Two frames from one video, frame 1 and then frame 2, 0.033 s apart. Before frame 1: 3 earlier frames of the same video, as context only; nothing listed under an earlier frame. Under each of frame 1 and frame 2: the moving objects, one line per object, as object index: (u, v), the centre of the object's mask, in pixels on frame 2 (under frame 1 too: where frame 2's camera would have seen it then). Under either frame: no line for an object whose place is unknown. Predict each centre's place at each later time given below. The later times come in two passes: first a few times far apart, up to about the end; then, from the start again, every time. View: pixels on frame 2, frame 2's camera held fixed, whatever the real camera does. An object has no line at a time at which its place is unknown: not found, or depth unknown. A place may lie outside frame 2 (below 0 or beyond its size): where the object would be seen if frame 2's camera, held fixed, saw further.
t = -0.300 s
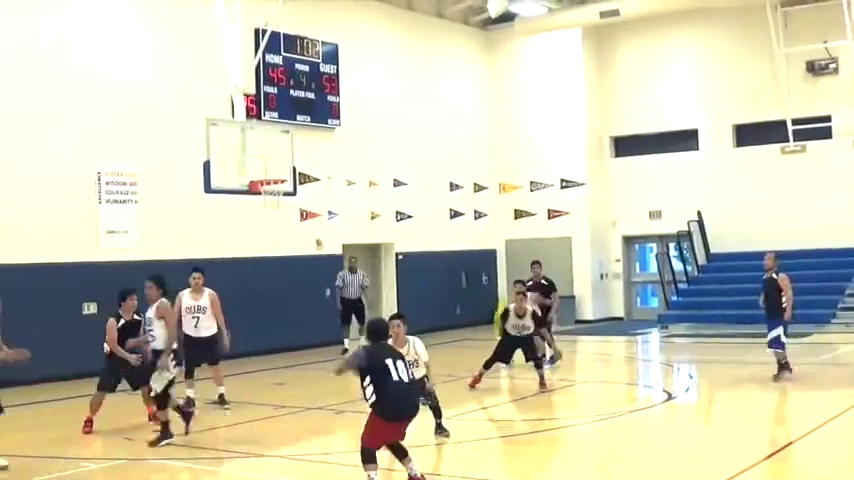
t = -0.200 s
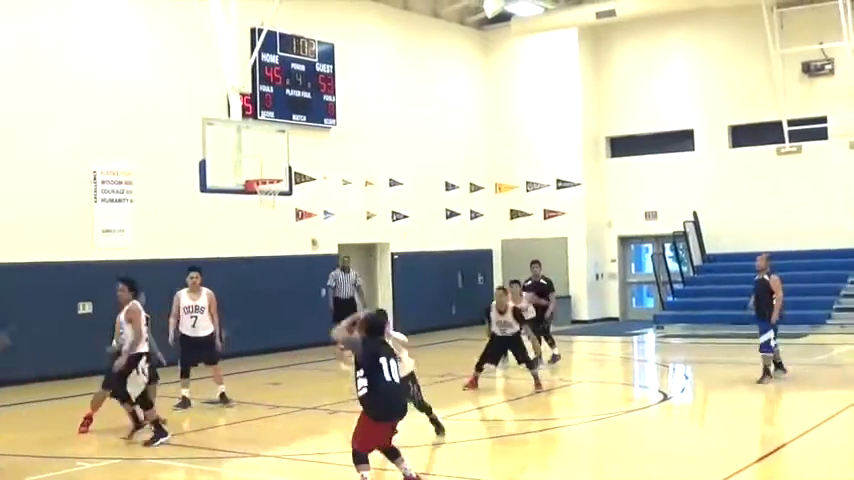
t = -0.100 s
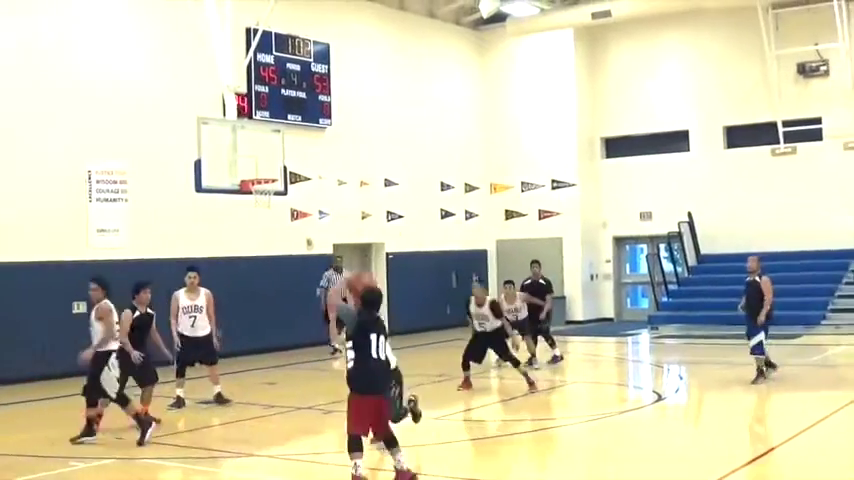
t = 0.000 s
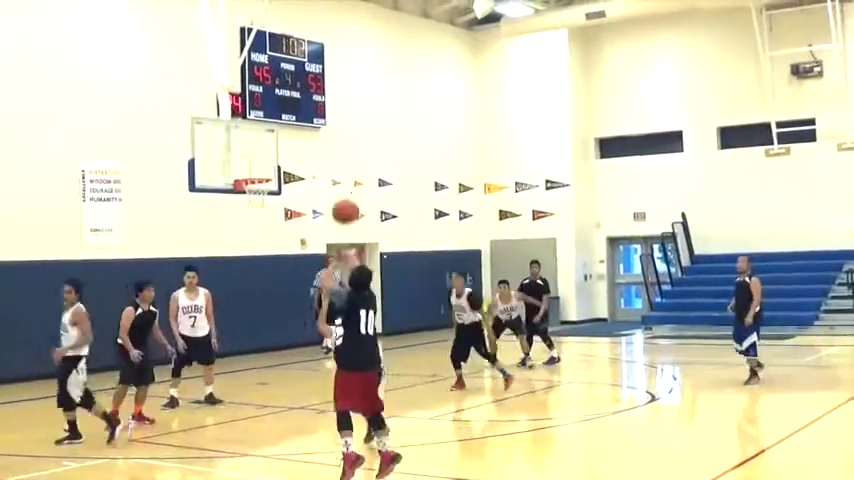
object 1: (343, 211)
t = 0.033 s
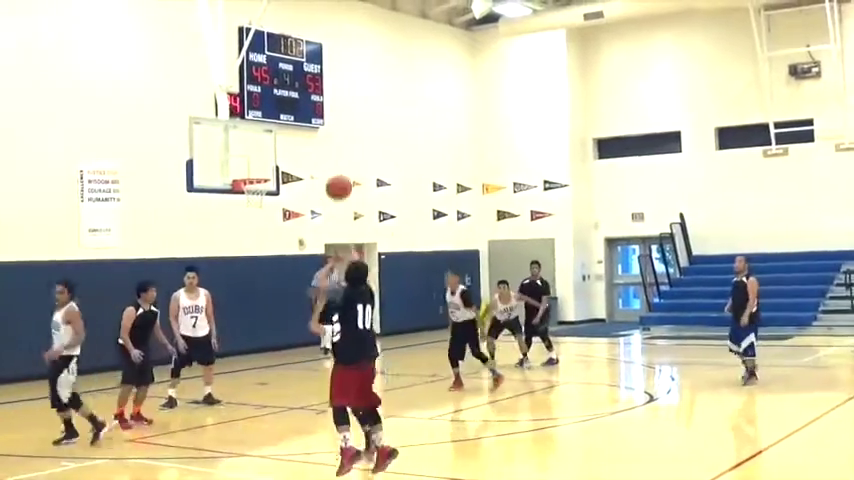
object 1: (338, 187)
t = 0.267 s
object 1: (310, 74)
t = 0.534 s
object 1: (286, 28)
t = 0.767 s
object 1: (271, 39)
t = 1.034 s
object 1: (256, 100)
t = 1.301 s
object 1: (257, 180)
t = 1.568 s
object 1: (241, 194)
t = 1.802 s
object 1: (247, 230)
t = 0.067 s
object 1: (333, 165)
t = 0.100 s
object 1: (329, 145)
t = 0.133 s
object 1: (325, 127)
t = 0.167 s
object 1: (321, 111)
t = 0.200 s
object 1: (317, 98)
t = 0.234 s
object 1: (313, 83)
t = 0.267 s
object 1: (310, 74)
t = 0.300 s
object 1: (307, 63)
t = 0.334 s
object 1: (302, 55)
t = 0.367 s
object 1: (300, 47)
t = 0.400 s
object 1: (297, 43)
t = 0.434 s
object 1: (294, 36)
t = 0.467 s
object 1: (291, 31)
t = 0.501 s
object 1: (289, 29)
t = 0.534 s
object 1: (286, 28)
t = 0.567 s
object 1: (283, 28)
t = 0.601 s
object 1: (281, 28)
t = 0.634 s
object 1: (278, 29)
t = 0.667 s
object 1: (276, 31)
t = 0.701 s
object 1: (274, 33)
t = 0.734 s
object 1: (273, 37)
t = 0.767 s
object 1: (271, 39)
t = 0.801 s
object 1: (267, 46)
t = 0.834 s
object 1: (265, 53)
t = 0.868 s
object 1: (265, 58)
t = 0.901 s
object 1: (262, 69)
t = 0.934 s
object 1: (261, 73)
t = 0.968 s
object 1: (259, 81)
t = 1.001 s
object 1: (258, 90)
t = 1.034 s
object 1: (256, 100)
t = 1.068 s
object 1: (255, 109)
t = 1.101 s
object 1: (253, 119)
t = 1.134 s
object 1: (251, 130)
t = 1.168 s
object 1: (250, 142)
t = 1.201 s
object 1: (249, 153)
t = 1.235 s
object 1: (248, 166)
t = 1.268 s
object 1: (247, 177)
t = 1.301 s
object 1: (257, 180)
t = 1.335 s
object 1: (260, 182)
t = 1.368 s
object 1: (252, 186)
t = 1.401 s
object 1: (247, 190)
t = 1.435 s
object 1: (241, 190)
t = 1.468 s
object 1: (240, 192)
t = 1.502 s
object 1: (239, 192)
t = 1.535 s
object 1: (240, 193)
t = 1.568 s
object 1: (241, 194)
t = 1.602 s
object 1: (241, 196)
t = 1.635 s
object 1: (242, 198)
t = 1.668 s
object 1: (243, 206)
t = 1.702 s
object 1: (244, 211)
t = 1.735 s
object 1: (245, 217)
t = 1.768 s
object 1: (246, 223)
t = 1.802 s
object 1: (247, 230)
